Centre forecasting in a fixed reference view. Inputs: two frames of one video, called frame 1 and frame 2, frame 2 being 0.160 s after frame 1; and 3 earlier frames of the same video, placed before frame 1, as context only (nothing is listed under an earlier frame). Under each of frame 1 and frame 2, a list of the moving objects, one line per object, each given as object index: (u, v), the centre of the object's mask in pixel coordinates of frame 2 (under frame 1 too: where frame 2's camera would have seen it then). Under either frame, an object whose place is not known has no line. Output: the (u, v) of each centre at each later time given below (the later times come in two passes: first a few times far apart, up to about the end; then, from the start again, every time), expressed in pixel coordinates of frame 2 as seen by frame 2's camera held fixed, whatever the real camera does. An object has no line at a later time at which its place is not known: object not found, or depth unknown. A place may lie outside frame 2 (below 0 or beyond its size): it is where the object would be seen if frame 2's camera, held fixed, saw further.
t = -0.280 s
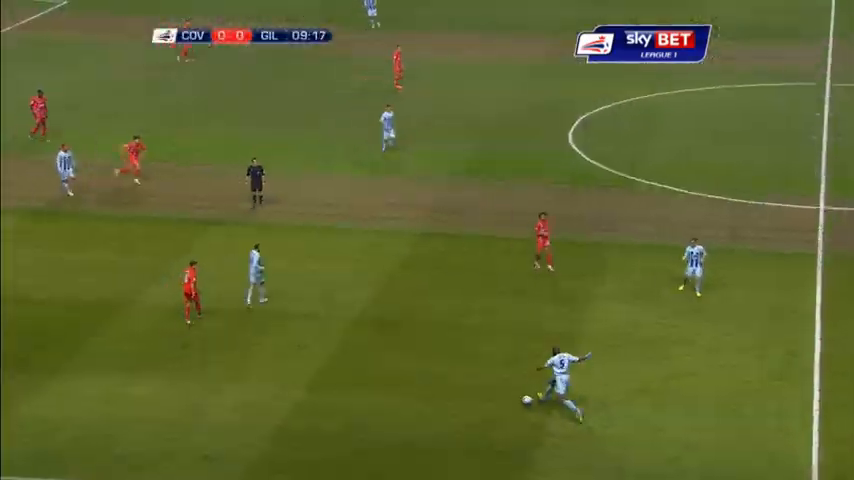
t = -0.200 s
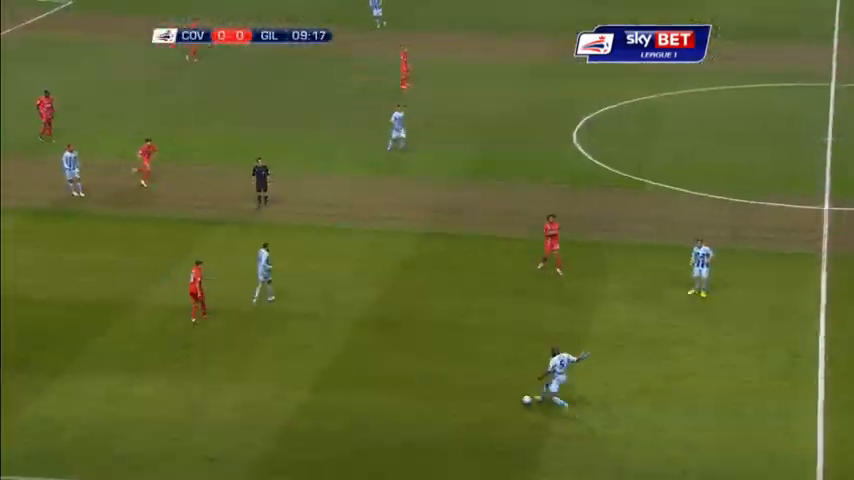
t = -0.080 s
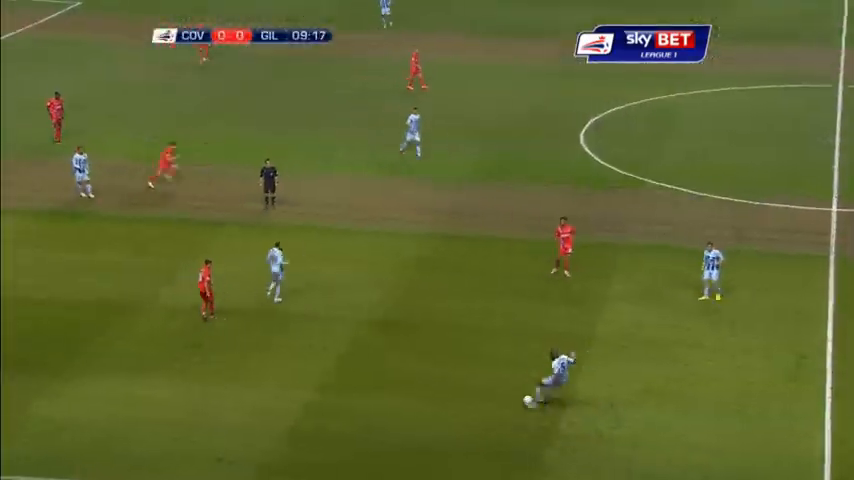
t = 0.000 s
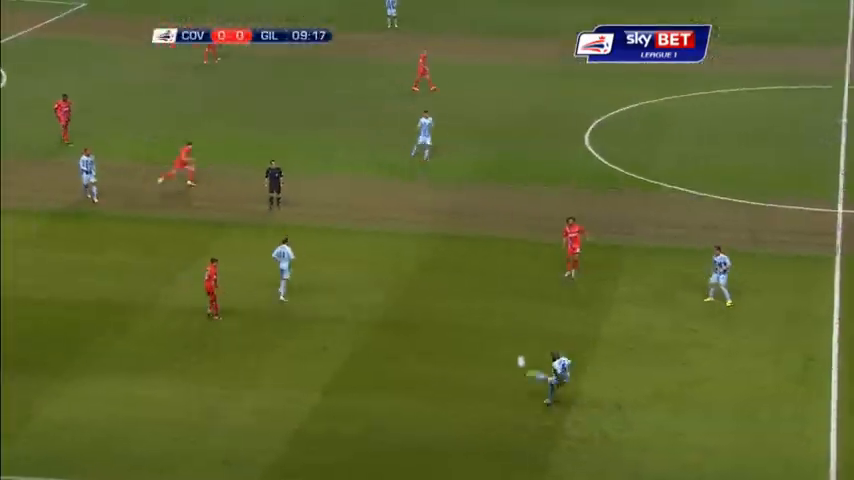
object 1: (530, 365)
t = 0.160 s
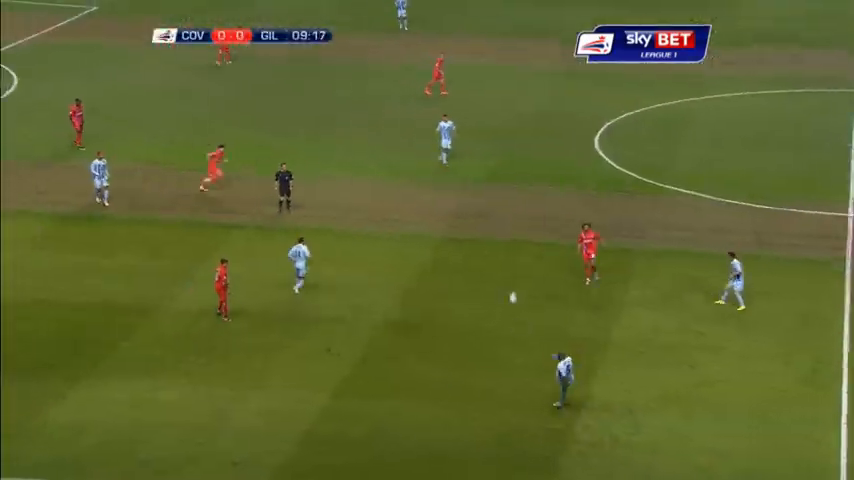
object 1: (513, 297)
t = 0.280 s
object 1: (507, 264)
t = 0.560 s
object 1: (494, 222)
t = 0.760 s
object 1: (498, 193)
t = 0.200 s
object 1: (511, 286)
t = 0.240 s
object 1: (508, 274)
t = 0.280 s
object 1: (507, 264)
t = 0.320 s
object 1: (504, 255)
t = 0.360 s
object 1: (502, 246)
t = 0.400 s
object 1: (499, 239)
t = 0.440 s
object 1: (496, 233)
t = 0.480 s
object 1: (494, 228)
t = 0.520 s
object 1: (494, 225)
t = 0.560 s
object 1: (494, 222)
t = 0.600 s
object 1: (495, 219)
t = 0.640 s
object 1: (496, 217)
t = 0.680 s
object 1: (495, 211)
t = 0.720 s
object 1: (497, 200)
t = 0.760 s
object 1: (498, 193)
